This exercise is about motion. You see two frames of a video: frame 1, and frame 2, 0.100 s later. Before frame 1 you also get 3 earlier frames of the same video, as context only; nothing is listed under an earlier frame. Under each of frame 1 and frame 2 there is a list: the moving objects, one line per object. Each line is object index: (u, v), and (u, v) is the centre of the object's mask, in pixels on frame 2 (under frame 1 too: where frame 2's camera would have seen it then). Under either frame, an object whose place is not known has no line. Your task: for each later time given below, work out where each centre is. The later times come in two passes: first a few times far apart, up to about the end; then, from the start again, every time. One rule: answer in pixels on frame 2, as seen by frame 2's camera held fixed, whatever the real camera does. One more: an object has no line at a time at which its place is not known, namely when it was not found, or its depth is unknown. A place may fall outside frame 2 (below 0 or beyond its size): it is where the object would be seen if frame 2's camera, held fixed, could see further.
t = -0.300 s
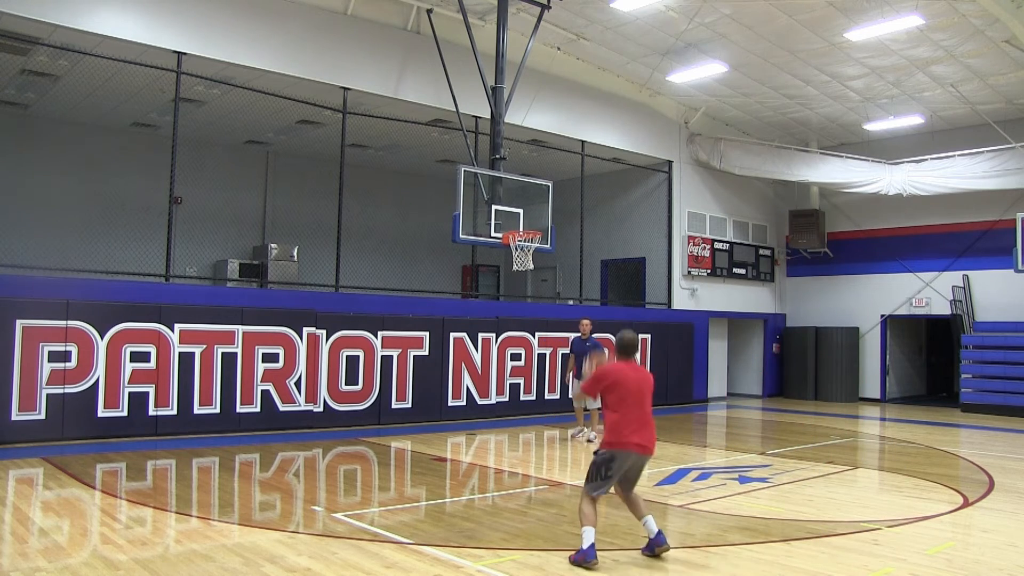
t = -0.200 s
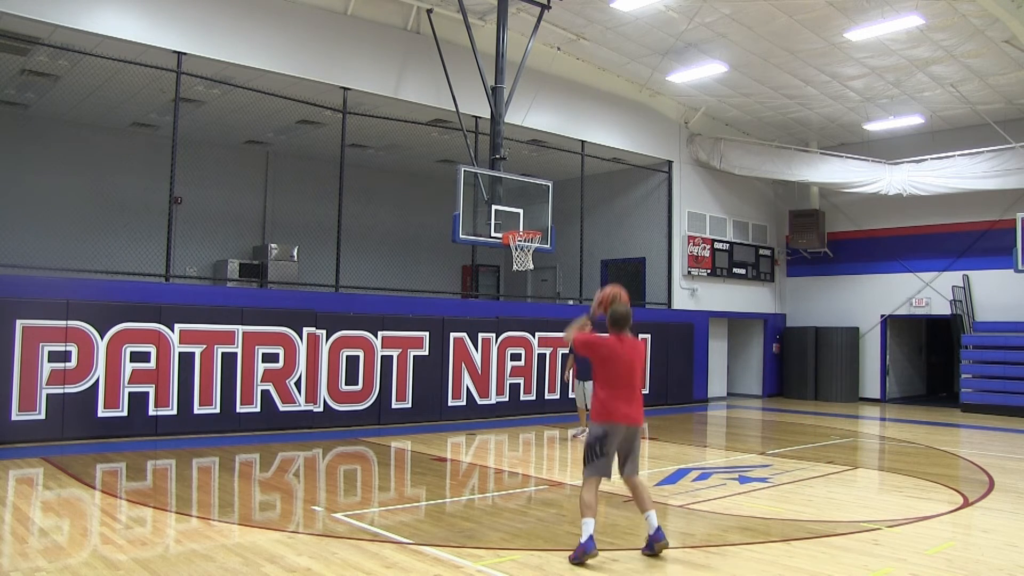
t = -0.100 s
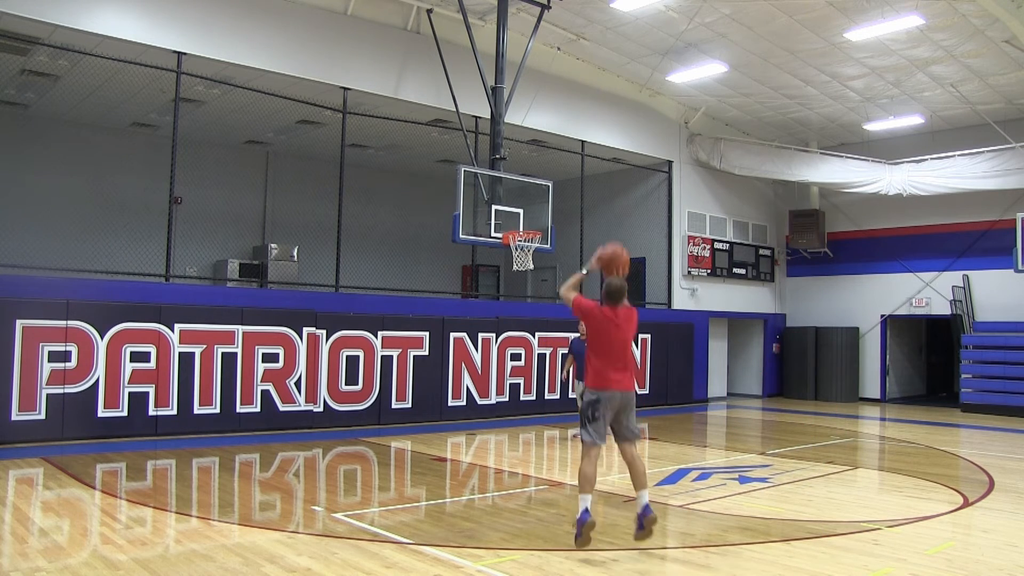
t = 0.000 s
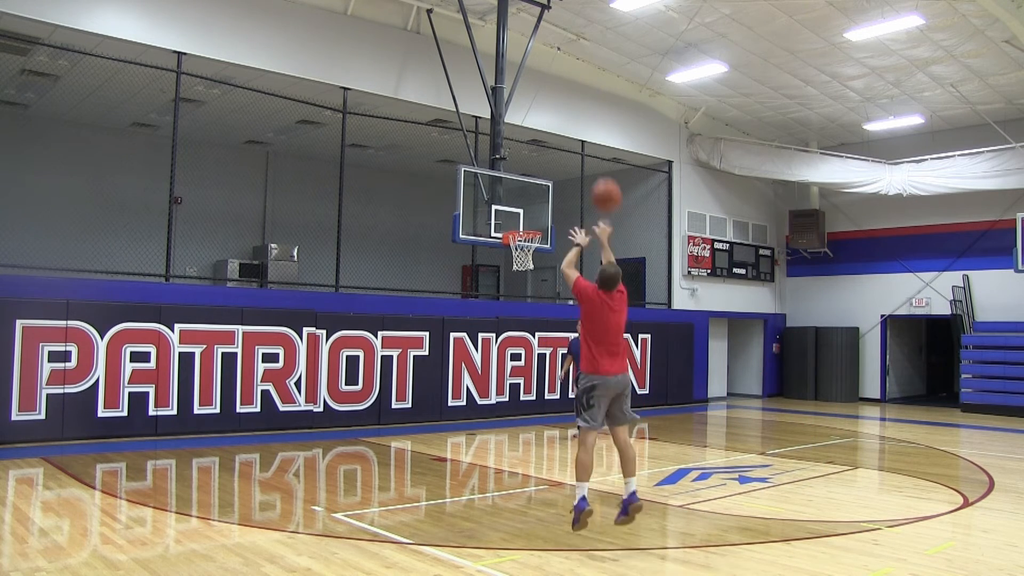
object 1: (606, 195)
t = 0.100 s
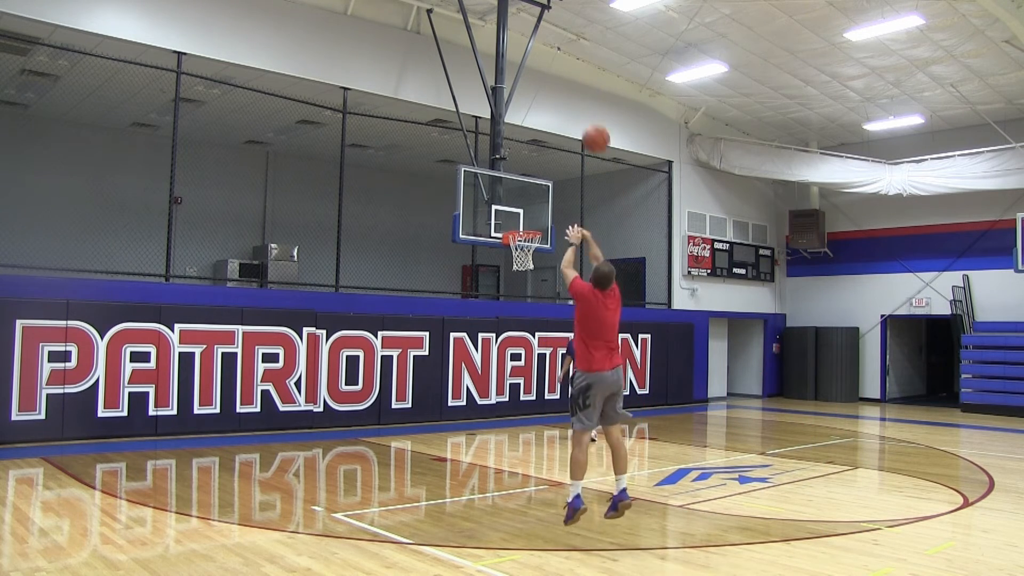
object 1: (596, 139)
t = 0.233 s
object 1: (585, 91)
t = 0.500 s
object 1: (567, 63)
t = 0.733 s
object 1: (555, 88)
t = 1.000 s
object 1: (542, 157)
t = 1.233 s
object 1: (532, 237)
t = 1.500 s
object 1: (500, 264)
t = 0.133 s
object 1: (593, 124)
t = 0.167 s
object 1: (590, 112)
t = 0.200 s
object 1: (587, 101)
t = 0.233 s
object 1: (585, 91)
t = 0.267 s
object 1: (582, 84)
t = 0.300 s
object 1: (580, 77)
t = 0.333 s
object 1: (578, 72)
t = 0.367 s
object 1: (575, 68)
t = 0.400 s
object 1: (573, 65)
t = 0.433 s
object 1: (571, 64)
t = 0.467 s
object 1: (569, 63)
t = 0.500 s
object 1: (567, 63)
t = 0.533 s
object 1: (565, 64)
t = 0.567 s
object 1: (563, 67)
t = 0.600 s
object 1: (561, 70)
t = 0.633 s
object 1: (560, 73)
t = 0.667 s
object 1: (558, 78)
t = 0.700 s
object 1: (556, 83)
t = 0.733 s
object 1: (555, 88)
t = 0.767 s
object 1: (553, 95)
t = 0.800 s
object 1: (551, 103)
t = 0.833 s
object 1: (550, 110)
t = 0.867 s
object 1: (548, 118)
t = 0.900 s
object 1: (546, 128)
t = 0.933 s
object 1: (545, 137)
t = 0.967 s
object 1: (544, 146)
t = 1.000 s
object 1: (542, 157)
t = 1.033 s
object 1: (541, 169)
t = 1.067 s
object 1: (539, 179)
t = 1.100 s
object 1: (538, 193)
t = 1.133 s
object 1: (537, 204)
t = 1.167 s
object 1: (536, 217)
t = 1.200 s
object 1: (535, 227)
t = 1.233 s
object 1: (532, 237)
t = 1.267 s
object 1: (522, 242)
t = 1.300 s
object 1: (514, 249)
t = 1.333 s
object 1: (512, 254)
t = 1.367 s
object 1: (510, 254)
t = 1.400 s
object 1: (507, 255)
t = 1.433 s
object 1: (504, 257)
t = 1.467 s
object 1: (502, 260)
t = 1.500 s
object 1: (500, 264)
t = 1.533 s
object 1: (497, 268)
